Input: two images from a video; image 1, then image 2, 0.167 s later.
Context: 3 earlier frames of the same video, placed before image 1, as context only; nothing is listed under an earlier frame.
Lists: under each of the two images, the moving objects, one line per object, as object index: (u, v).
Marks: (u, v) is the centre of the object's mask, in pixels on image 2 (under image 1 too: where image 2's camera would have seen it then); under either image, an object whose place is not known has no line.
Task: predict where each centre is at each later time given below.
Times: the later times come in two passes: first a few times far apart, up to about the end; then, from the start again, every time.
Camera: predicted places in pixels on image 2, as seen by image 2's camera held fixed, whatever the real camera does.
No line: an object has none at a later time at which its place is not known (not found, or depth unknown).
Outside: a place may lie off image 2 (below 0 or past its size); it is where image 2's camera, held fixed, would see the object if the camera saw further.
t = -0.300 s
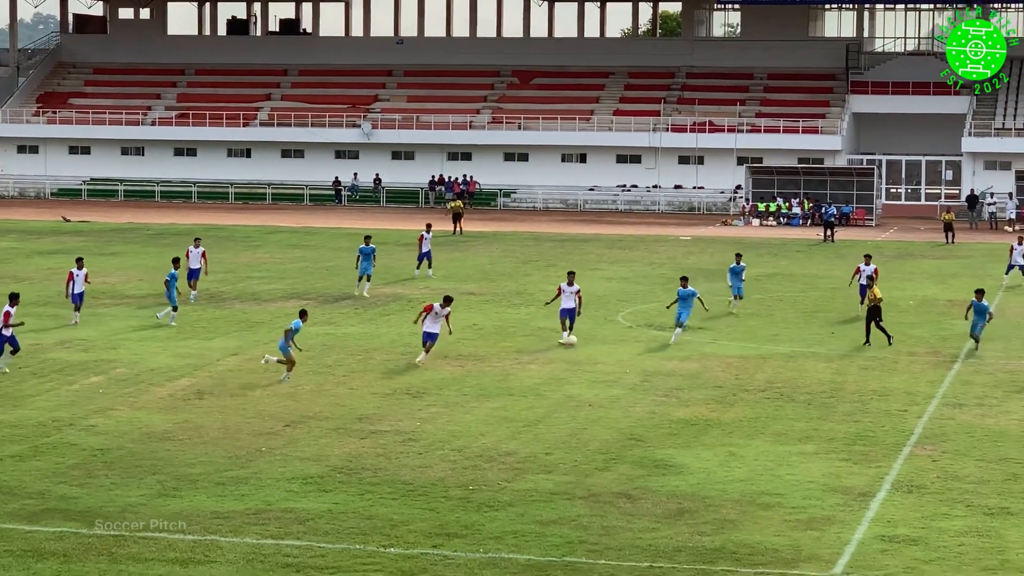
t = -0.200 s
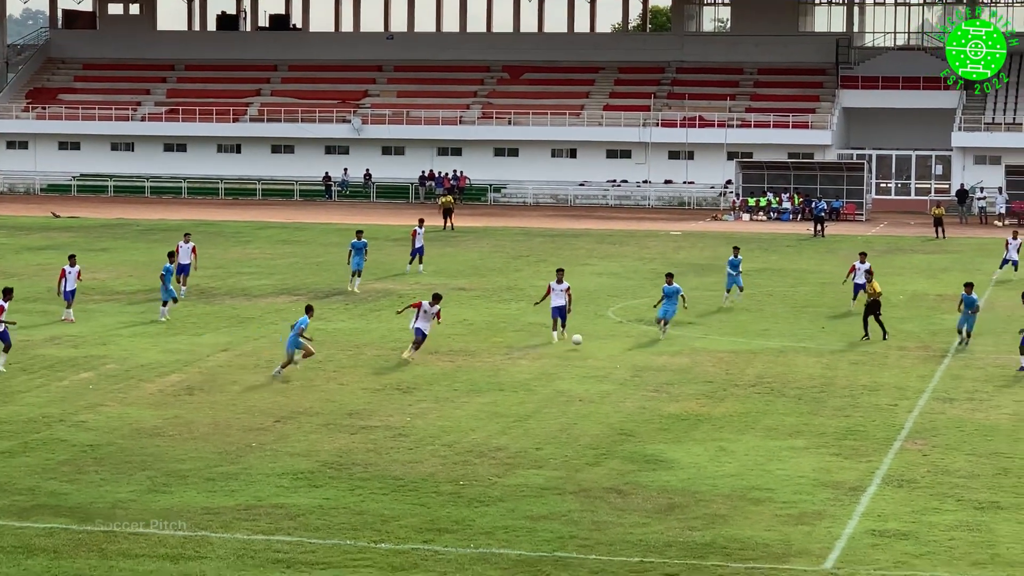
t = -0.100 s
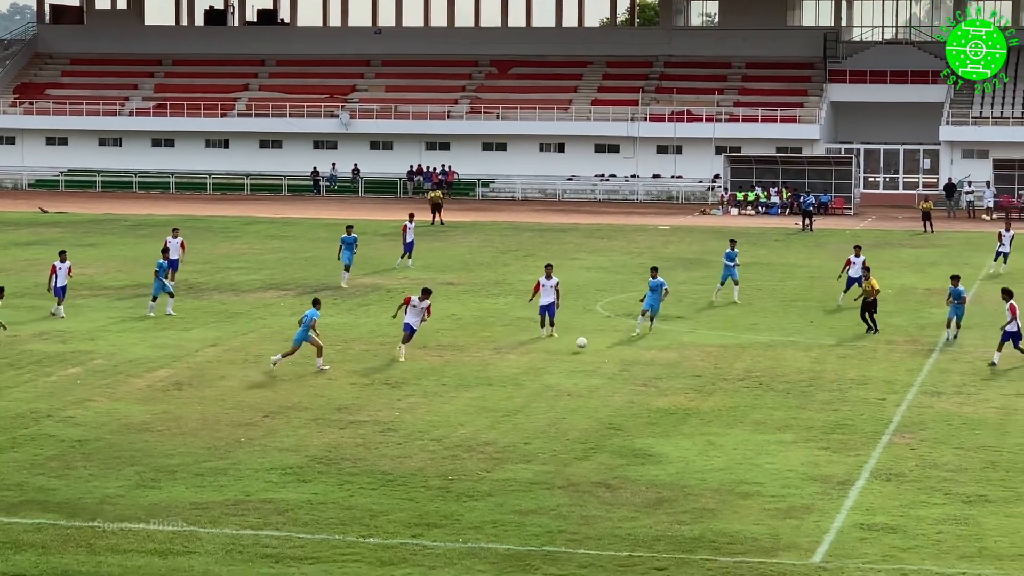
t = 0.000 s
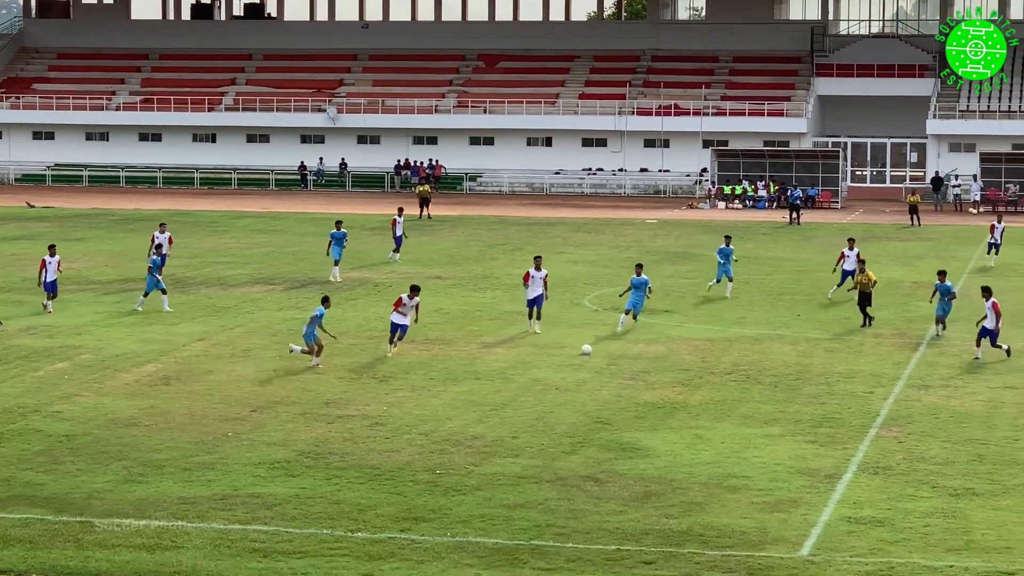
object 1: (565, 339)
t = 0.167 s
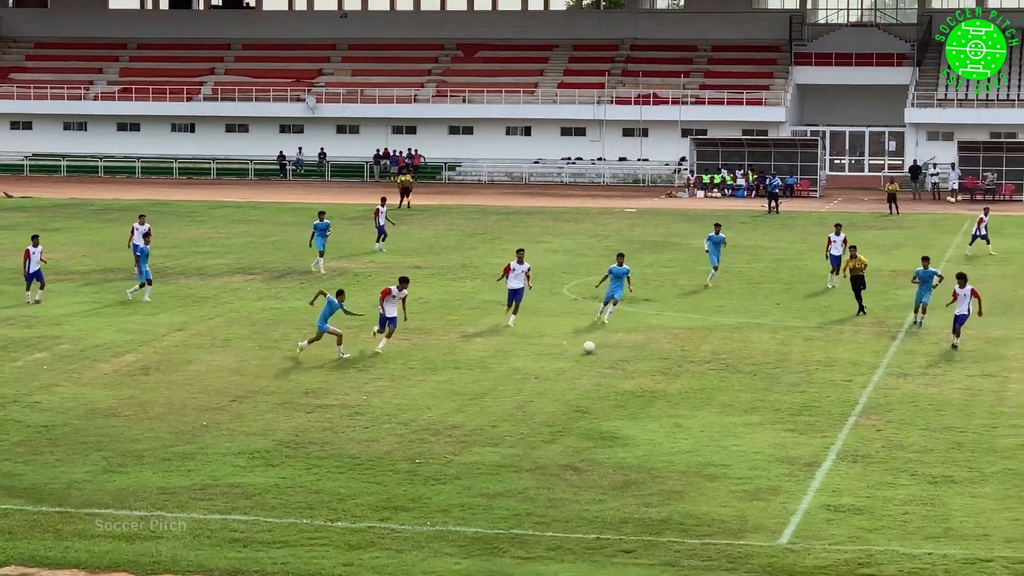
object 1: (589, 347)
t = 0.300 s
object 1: (607, 358)
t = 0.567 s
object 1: (635, 369)
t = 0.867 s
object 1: (666, 385)
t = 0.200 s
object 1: (593, 349)
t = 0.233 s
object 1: (598, 353)
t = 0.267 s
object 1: (603, 356)
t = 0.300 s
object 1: (607, 358)
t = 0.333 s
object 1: (611, 358)
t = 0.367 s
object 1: (614, 358)
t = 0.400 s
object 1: (617, 358)
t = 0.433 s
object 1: (621, 359)
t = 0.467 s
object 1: (624, 361)
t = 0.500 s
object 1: (628, 363)
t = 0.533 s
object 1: (632, 366)
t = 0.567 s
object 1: (635, 369)
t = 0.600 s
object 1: (639, 372)
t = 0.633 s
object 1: (643, 373)
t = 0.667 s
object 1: (646, 374)
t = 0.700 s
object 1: (649, 374)
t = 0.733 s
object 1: (653, 376)
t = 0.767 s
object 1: (656, 378)
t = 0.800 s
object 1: (659, 380)
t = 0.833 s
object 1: (663, 382)
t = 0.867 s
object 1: (666, 385)
